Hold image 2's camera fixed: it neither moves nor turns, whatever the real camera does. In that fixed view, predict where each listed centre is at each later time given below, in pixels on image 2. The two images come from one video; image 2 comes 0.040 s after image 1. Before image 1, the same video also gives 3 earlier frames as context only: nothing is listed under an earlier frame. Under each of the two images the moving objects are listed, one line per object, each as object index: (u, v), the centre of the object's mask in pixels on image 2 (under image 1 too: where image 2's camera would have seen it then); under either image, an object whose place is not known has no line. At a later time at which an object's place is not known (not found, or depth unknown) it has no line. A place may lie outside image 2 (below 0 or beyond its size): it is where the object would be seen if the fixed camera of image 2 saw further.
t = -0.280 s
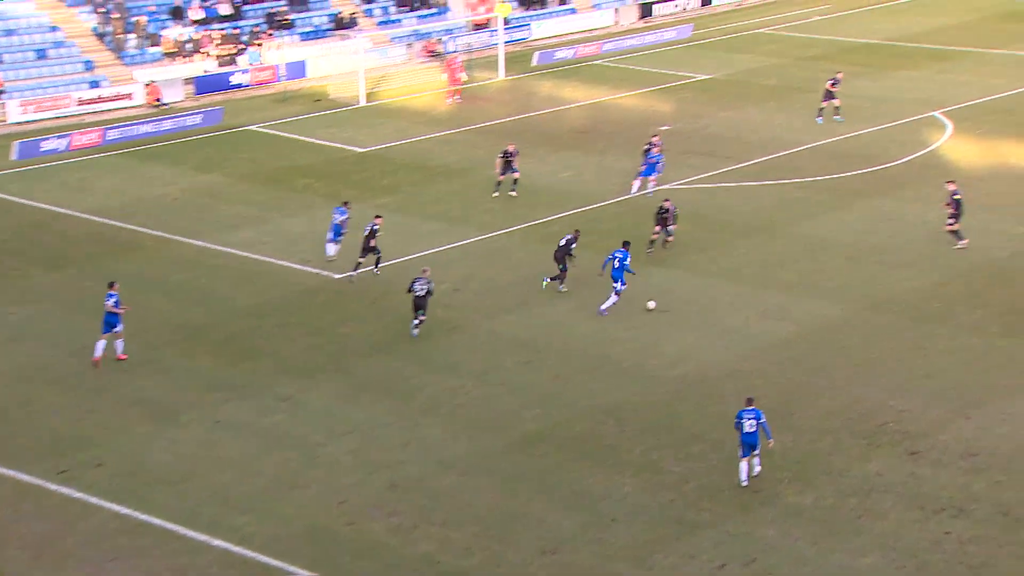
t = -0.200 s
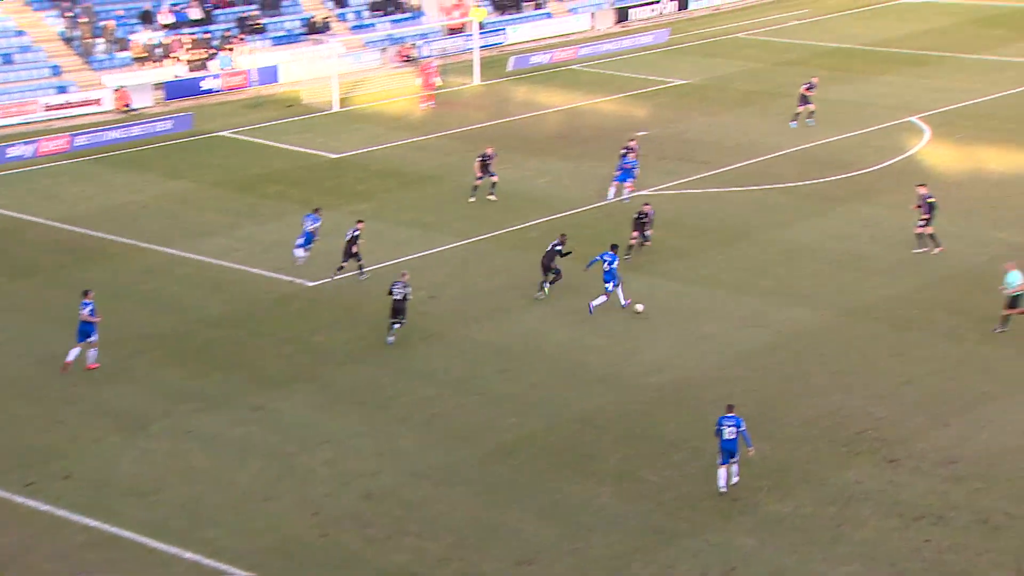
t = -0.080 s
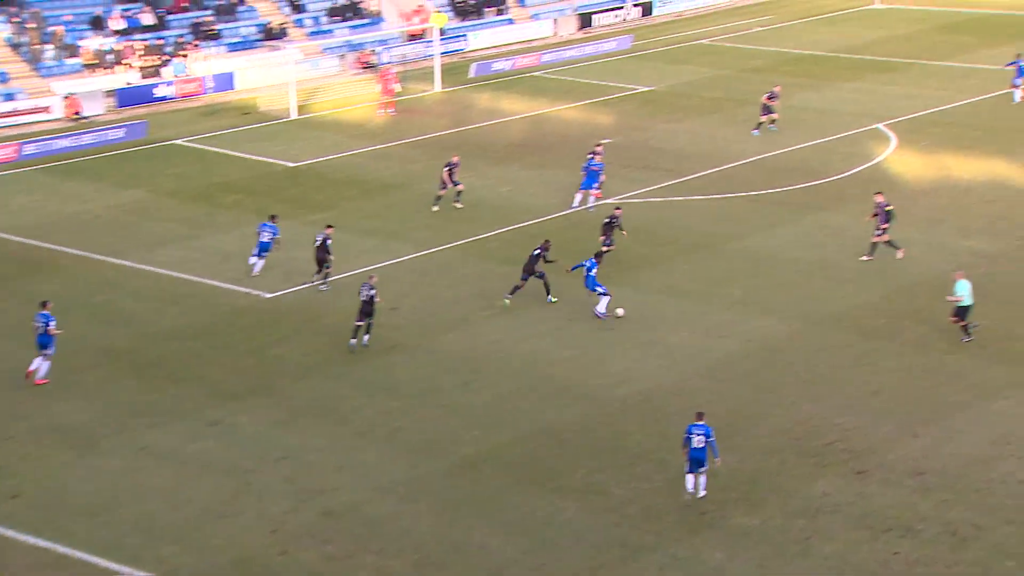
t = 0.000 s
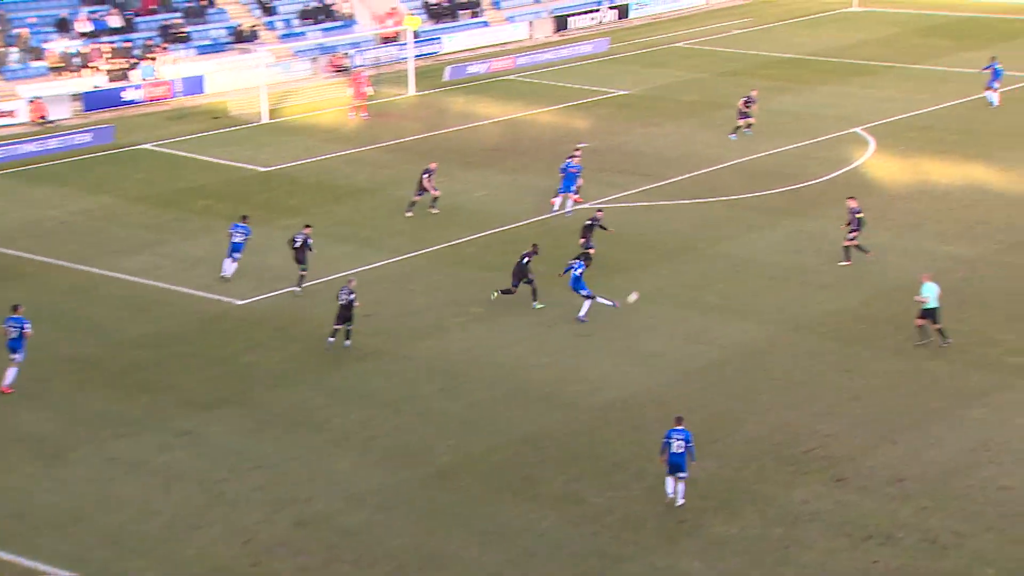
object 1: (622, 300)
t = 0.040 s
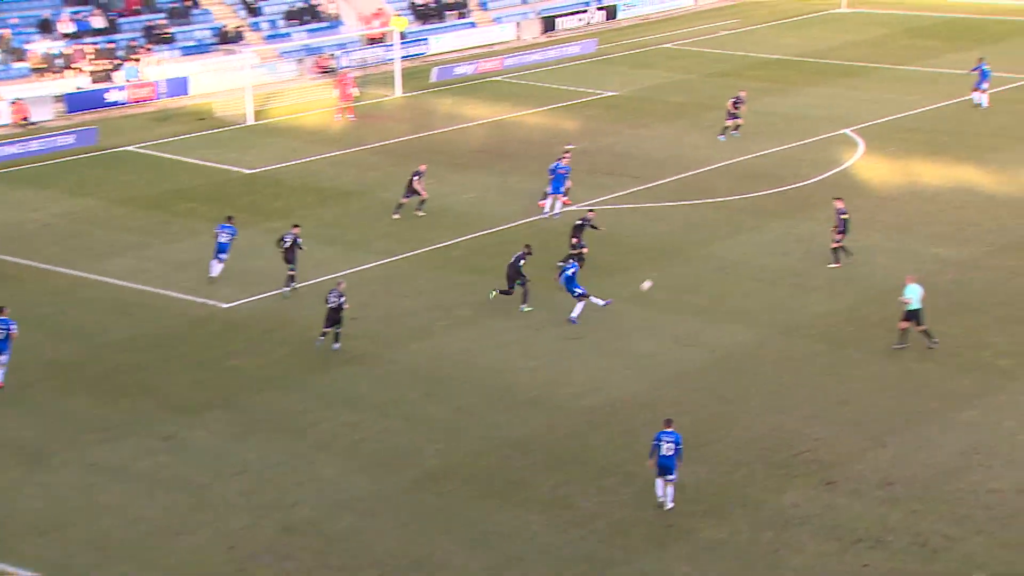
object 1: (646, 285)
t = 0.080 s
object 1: (670, 271)
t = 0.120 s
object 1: (691, 259)
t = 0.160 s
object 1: (712, 247)
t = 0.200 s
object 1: (731, 236)
